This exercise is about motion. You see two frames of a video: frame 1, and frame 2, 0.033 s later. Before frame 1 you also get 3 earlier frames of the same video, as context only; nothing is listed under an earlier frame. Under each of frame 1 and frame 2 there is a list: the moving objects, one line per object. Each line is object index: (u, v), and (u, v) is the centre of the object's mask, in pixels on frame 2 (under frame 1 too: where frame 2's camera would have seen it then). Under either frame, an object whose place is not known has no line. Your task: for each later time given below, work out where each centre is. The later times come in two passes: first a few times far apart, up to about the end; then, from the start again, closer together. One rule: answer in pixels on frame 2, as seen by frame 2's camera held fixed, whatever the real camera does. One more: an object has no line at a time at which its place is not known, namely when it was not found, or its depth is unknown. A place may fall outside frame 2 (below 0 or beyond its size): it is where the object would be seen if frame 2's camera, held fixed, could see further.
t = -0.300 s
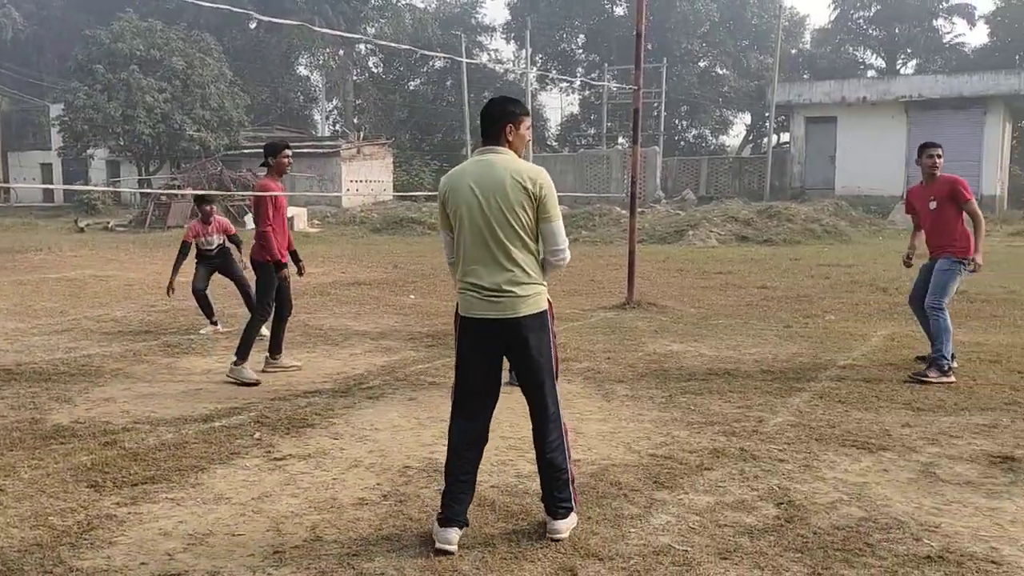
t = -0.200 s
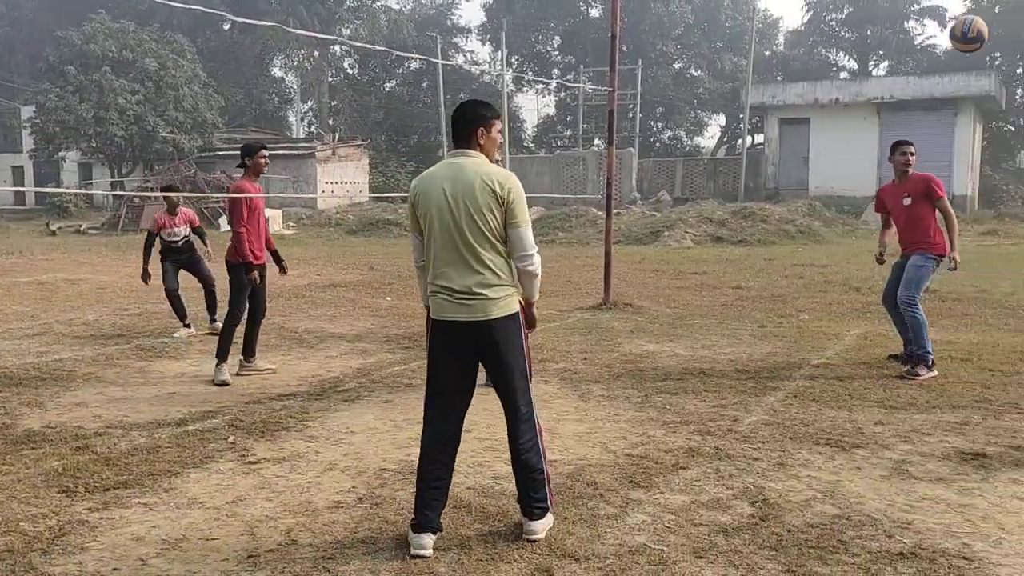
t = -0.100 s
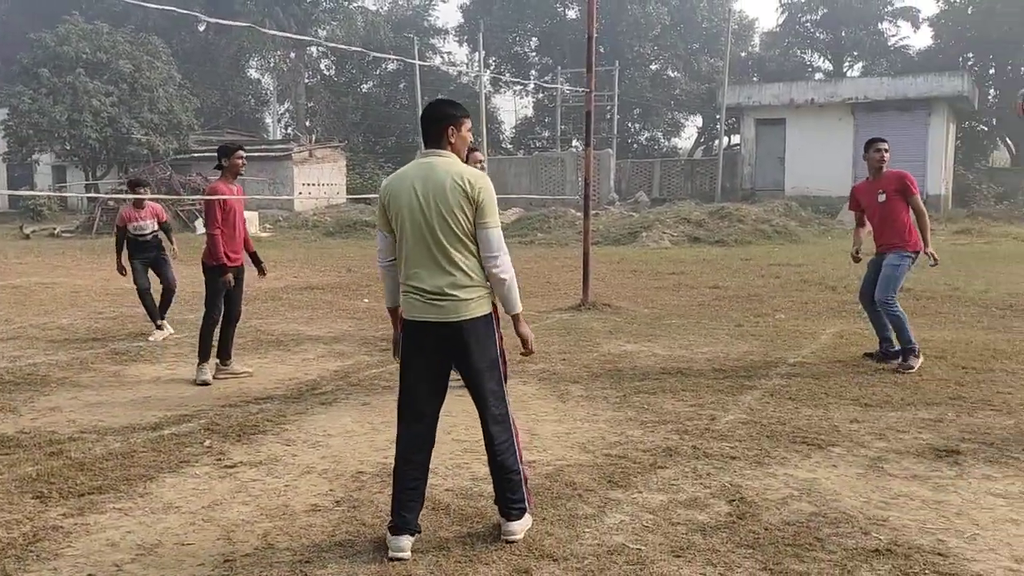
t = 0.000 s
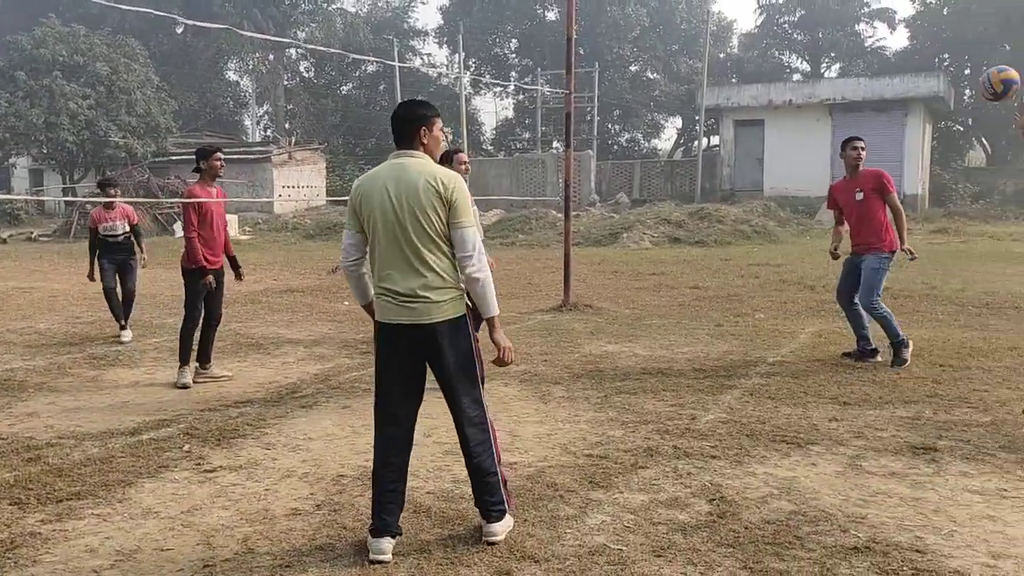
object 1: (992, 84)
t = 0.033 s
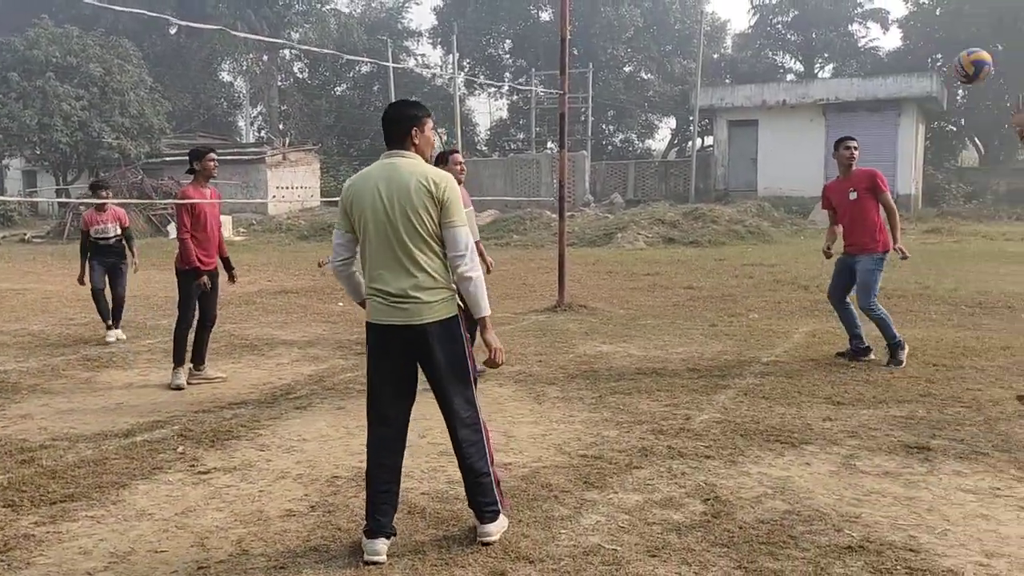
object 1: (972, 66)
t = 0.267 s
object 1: (839, 6)
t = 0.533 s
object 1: (712, 29)
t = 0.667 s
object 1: (657, 80)
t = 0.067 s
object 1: (953, 51)
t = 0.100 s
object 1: (933, 37)
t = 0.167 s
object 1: (895, 16)
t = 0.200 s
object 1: (876, 11)
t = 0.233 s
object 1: (857, 8)
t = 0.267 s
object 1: (839, 6)
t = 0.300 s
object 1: (822, 5)
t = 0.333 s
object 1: (805, 4)
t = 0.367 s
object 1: (789, 5)
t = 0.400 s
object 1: (774, 6)
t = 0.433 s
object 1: (758, 8)
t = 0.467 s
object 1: (743, 11)
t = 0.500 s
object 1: (727, 19)
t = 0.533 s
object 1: (712, 29)
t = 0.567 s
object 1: (698, 40)
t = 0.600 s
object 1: (685, 51)
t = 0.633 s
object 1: (671, 65)
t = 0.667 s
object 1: (657, 80)
